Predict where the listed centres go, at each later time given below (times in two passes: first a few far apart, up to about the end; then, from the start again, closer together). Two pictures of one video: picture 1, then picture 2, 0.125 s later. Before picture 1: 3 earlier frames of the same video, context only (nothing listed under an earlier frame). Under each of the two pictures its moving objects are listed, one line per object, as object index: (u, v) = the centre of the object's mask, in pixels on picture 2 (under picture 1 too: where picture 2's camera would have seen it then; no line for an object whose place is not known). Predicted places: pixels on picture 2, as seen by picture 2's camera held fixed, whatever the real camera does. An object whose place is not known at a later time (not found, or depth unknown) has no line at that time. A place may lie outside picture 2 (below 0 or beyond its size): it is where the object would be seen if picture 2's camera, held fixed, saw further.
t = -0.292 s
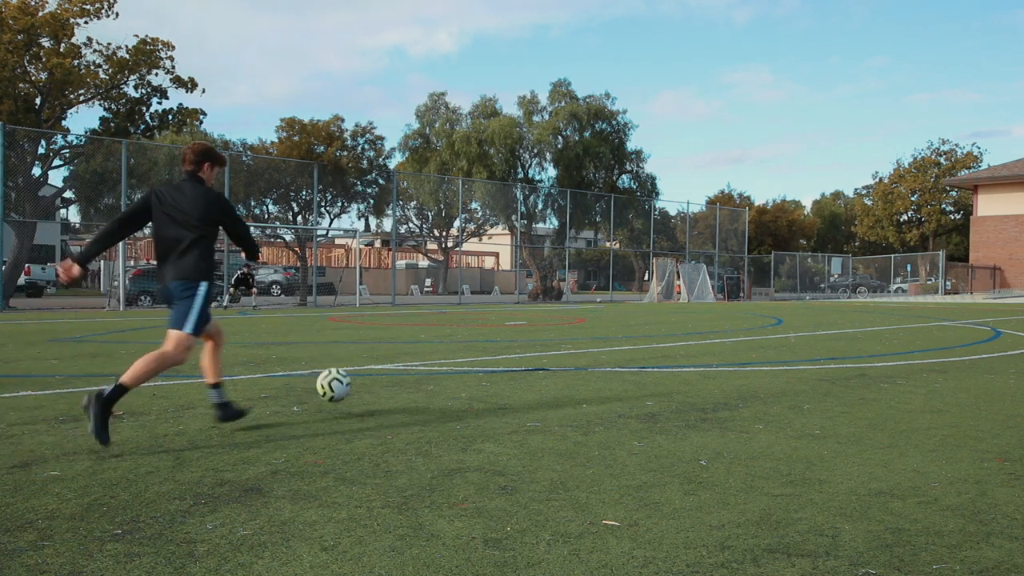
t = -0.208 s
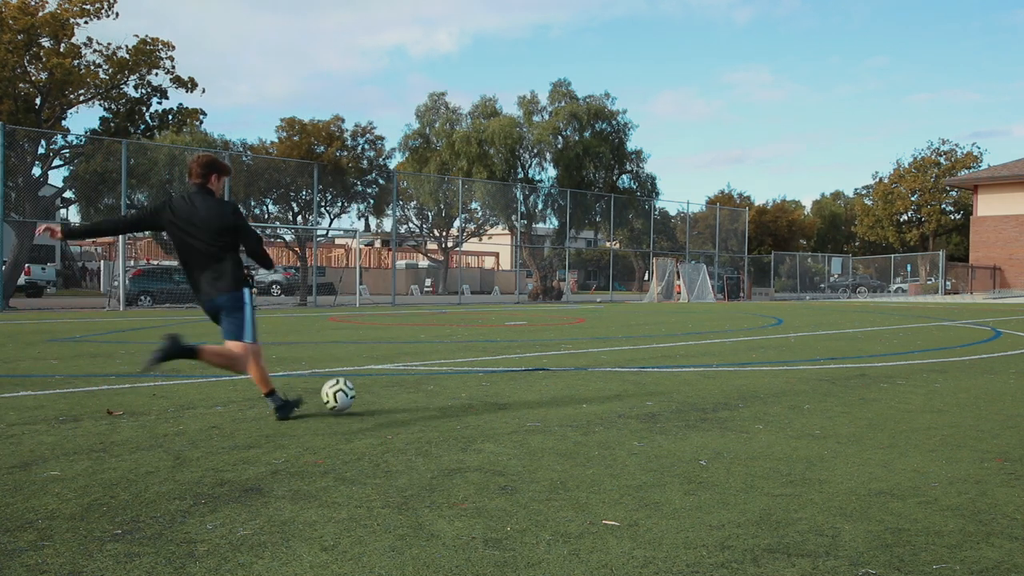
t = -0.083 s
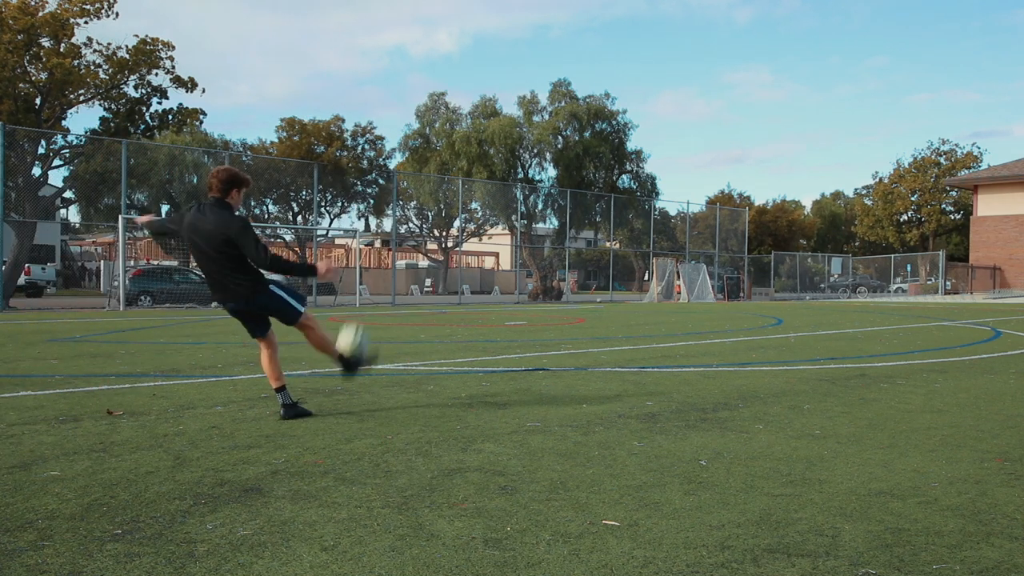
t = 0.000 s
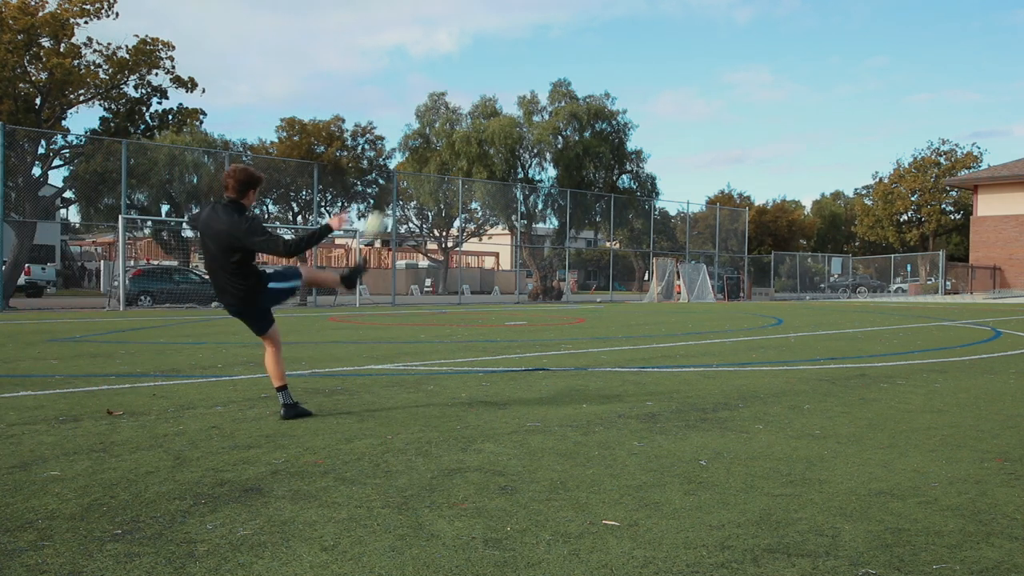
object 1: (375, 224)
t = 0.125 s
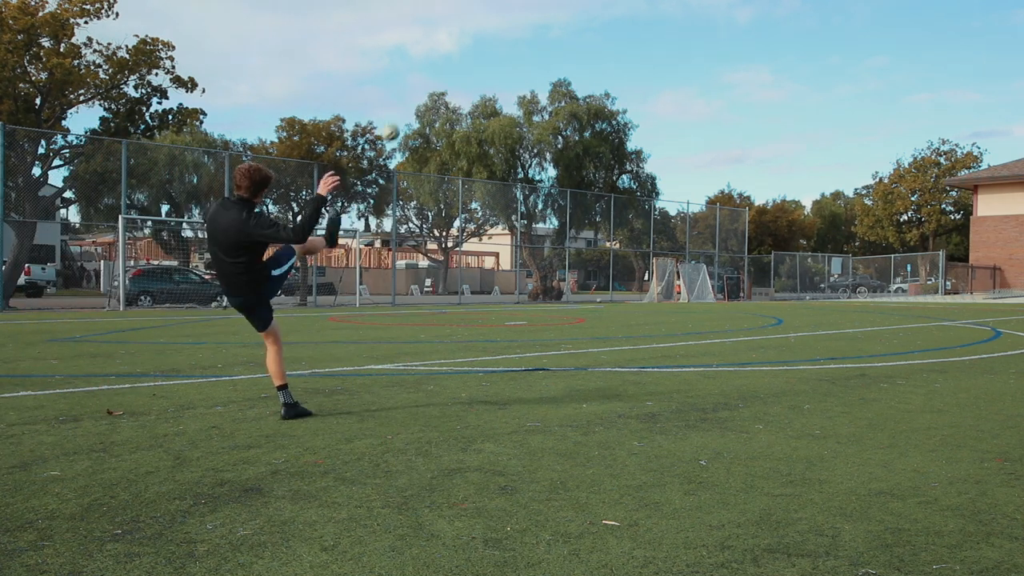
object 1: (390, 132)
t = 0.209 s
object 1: (392, 97)
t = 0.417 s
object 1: (384, 58)
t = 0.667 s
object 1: (365, 54)
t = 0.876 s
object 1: (347, 71)
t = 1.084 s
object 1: (330, 97)
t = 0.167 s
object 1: (392, 113)
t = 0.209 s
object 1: (392, 97)
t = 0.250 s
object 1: (391, 85)
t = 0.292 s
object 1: (390, 75)
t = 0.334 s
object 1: (388, 68)
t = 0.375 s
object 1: (386, 62)
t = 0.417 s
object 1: (384, 58)
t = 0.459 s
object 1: (382, 55)
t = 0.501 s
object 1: (378, 53)
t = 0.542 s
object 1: (375, 52)
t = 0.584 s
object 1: (372, 52)
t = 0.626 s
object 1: (369, 53)
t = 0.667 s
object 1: (365, 54)
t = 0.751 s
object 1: (358, 59)
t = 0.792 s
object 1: (355, 63)
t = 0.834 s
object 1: (351, 67)
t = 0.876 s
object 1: (347, 71)
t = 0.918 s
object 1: (344, 75)
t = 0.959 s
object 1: (341, 81)
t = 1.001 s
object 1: (337, 86)
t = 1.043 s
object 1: (334, 92)
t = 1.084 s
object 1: (330, 97)
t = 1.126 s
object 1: (327, 103)
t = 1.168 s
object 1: (323, 109)
